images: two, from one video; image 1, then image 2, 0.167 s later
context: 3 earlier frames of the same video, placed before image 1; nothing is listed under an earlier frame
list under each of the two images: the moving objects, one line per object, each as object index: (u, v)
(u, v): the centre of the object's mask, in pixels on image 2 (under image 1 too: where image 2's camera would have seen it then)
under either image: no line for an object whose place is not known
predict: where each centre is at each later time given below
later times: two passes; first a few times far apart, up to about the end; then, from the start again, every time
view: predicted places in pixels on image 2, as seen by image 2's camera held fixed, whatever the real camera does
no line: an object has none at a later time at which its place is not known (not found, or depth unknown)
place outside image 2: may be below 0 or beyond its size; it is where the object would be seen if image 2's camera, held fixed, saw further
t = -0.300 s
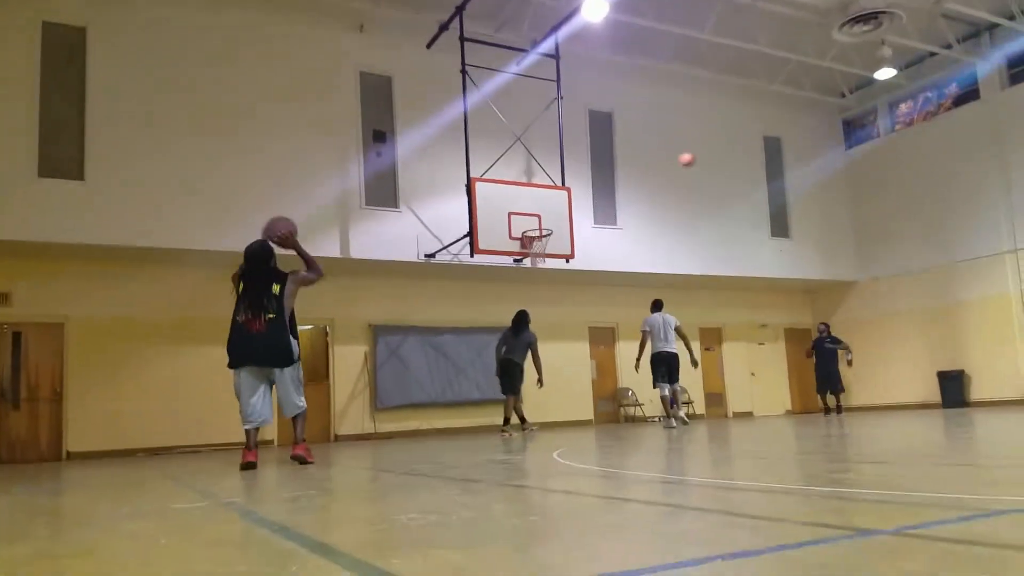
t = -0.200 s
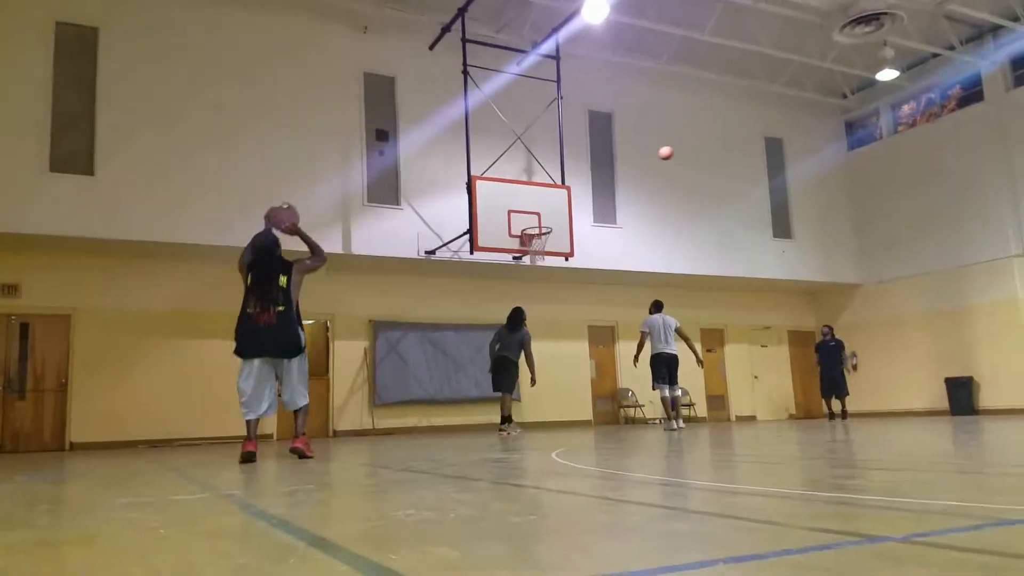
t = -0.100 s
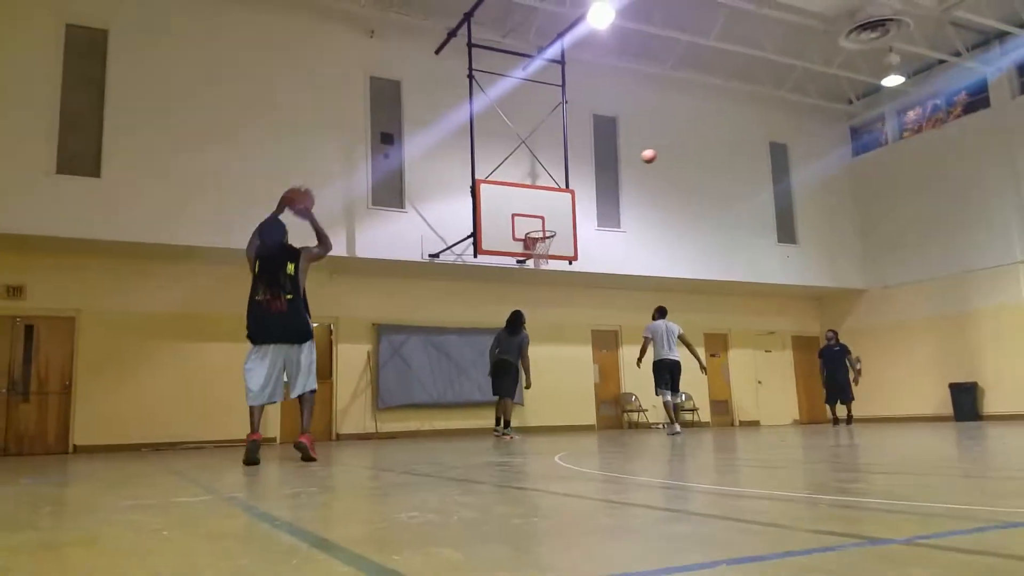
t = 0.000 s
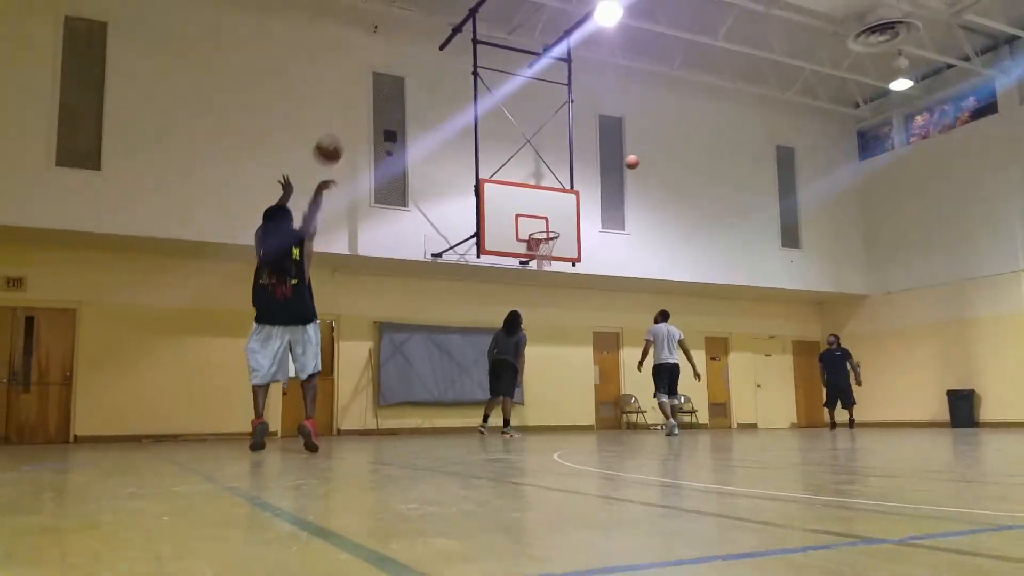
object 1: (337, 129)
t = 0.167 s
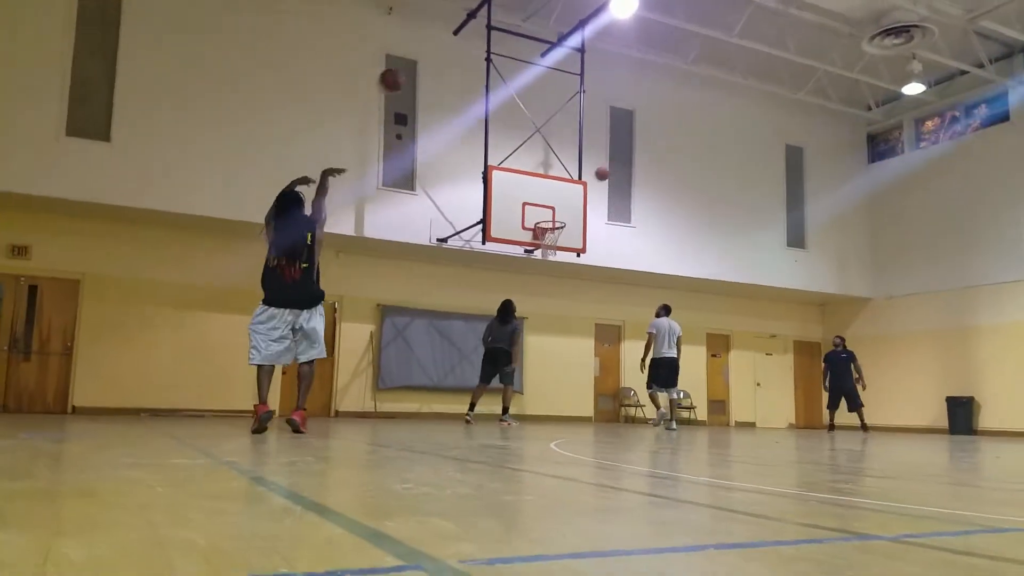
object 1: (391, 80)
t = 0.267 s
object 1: (417, 69)
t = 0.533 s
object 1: (470, 77)
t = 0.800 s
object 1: (508, 130)
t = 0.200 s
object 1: (401, 76)
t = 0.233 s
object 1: (409, 72)
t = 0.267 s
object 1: (417, 69)
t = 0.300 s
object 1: (425, 67)
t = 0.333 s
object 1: (433, 66)
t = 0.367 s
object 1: (440, 66)
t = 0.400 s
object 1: (446, 66)
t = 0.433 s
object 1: (452, 68)
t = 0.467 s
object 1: (458, 72)
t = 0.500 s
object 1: (465, 73)
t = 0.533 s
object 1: (470, 77)
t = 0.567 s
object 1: (476, 82)
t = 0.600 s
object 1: (482, 86)
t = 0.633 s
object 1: (487, 93)
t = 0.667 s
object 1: (492, 99)
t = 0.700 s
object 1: (497, 106)
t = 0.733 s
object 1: (500, 114)
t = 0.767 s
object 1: (504, 122)
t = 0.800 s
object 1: (508, 130)
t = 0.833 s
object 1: (512, 139)
